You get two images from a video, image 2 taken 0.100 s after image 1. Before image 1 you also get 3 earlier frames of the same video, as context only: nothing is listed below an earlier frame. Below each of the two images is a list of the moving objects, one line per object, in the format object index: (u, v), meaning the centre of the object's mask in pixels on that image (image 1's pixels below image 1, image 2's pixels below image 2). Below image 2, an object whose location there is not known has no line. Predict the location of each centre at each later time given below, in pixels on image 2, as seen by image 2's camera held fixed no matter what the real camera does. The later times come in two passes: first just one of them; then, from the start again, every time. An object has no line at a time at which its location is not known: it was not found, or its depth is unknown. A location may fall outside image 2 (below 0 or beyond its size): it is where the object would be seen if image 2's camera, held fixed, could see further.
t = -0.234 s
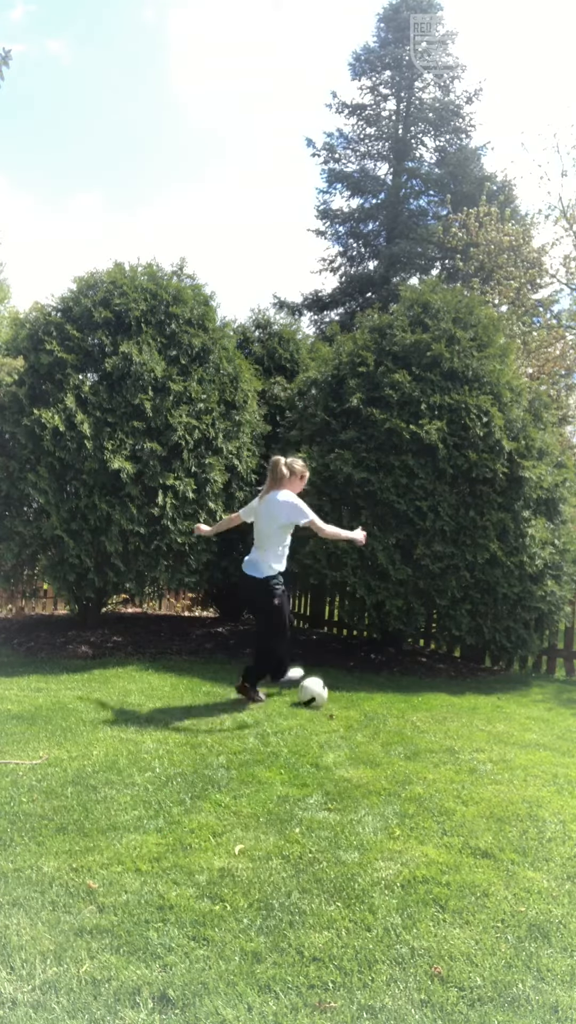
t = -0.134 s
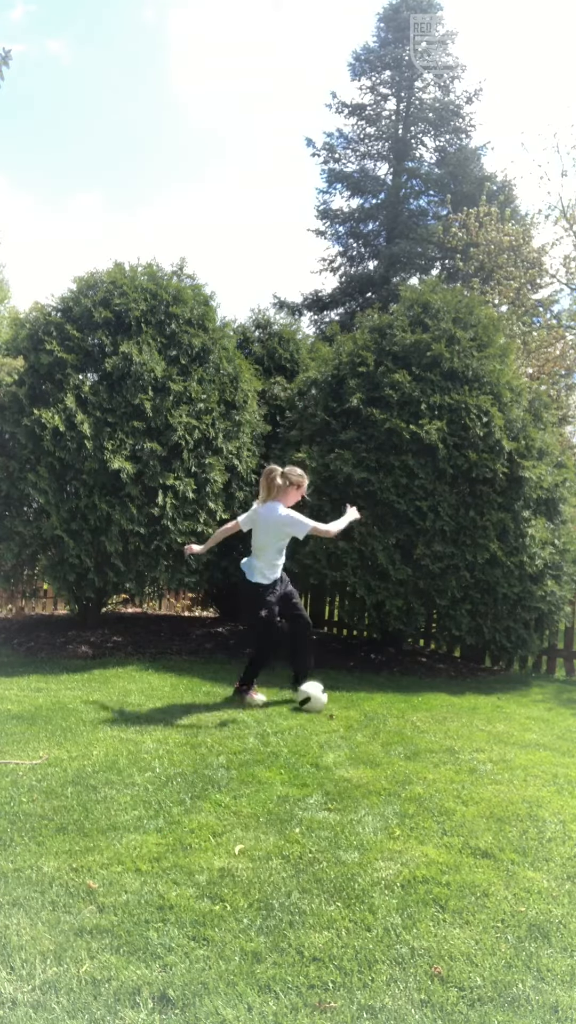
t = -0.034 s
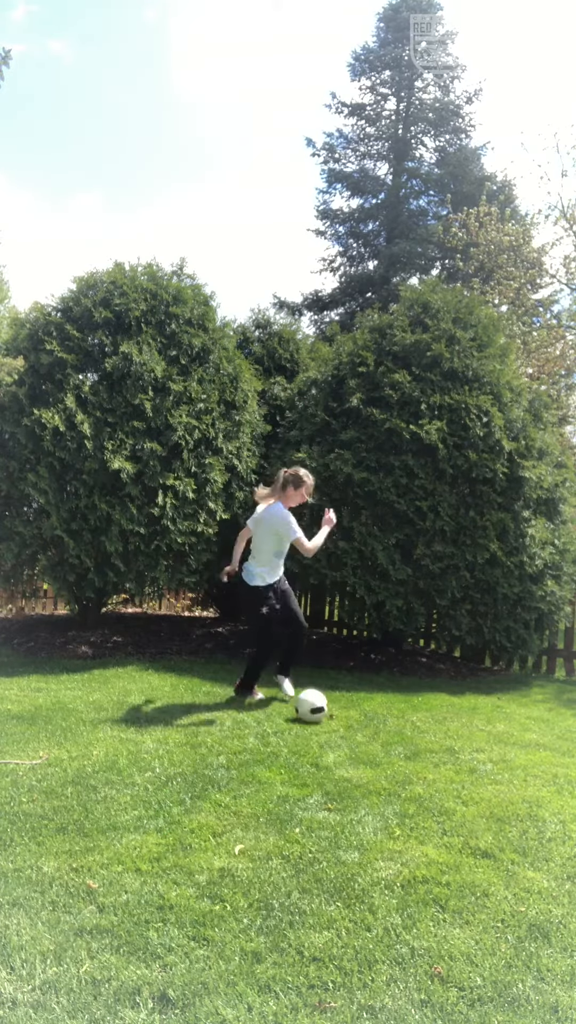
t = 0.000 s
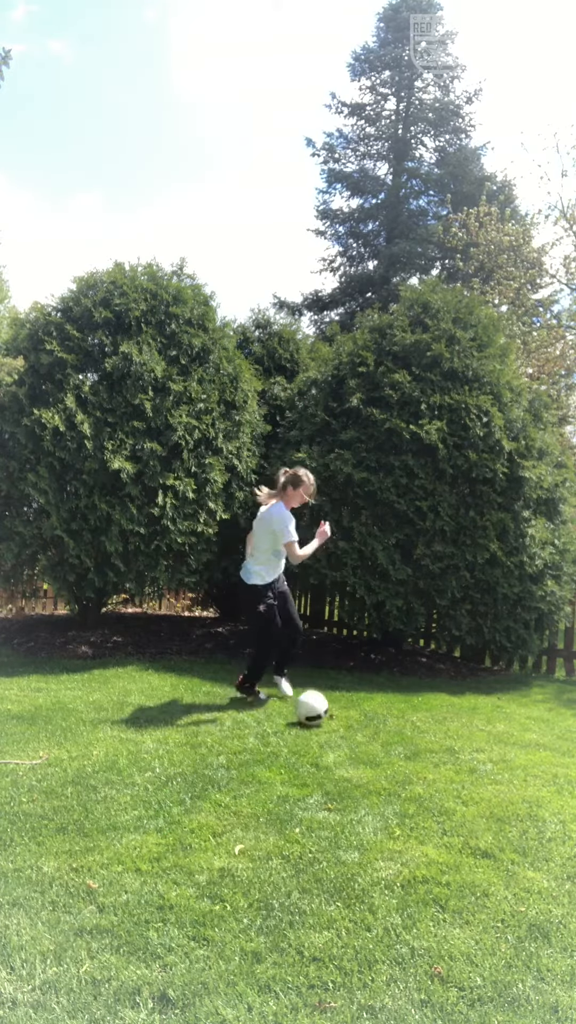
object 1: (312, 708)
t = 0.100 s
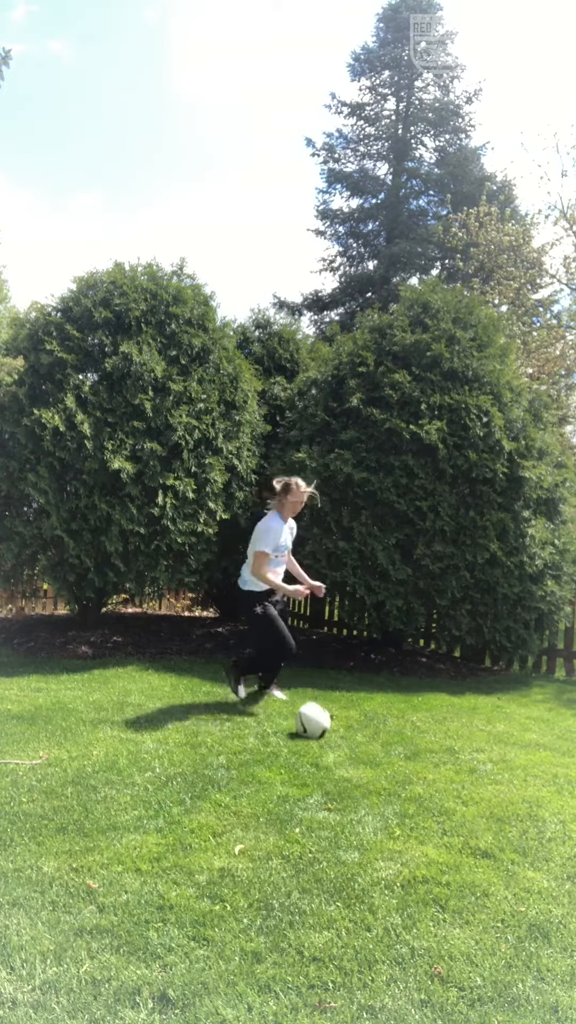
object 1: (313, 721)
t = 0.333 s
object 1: (317, 740)
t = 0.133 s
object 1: (313, 724)
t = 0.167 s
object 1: (314, 725)
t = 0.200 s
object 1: (314, 726)
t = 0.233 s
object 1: (315, 727)
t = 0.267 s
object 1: (316, 731)
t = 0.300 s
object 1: (317, 736)
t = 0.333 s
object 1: (317, 740)
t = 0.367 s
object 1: (318, 740)
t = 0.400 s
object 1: (318, 742)
